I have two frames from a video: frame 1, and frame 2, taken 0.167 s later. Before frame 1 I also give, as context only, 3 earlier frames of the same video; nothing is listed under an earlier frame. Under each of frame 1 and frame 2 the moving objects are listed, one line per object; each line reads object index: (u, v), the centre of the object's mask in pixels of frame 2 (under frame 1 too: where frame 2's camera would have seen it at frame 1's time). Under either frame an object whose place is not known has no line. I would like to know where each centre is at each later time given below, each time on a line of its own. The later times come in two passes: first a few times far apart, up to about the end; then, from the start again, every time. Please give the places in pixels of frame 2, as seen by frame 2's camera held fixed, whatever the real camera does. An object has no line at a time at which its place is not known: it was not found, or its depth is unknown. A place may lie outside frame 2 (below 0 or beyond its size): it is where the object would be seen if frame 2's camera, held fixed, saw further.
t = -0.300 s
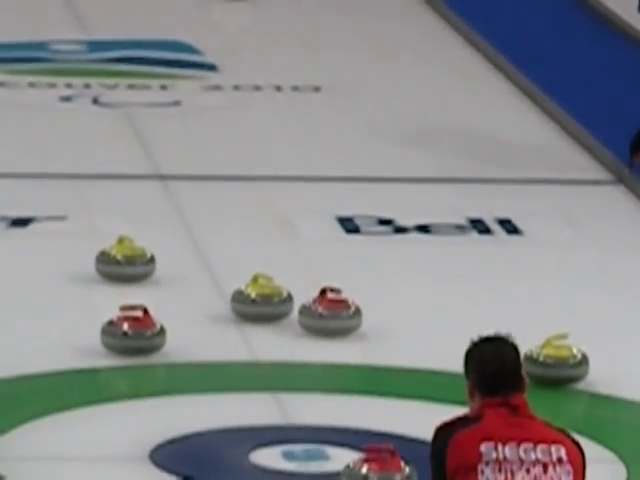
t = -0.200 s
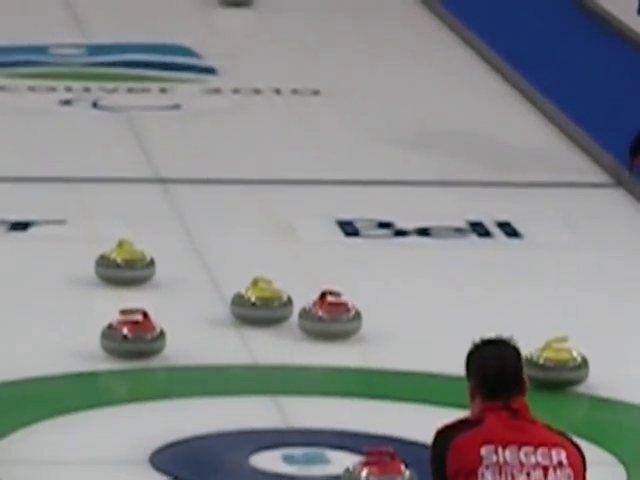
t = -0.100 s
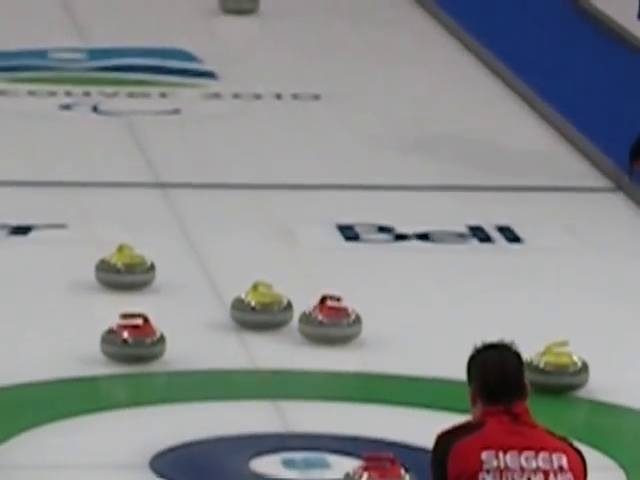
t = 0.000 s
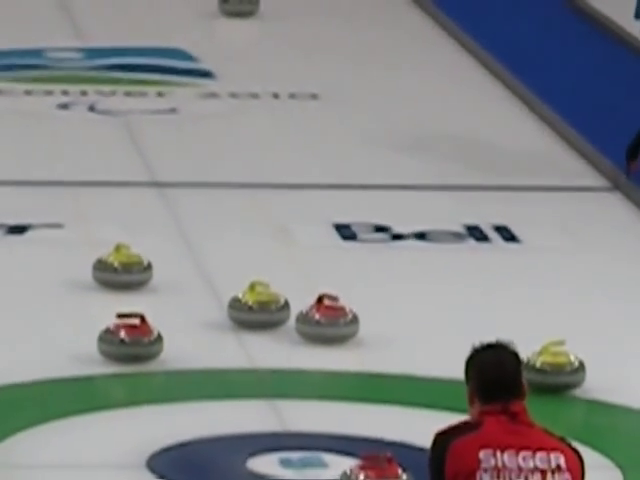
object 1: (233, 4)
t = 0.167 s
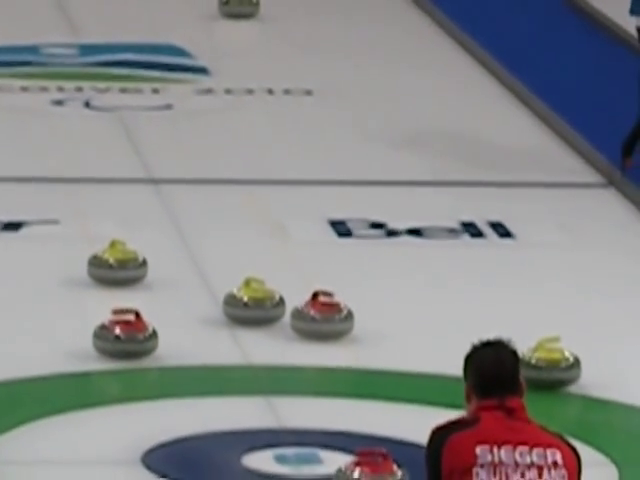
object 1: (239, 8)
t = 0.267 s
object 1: (242, 10)
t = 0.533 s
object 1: (250, 18)
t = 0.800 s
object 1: (258, 25)
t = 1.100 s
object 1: (266, 34)
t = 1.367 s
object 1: (274, 43)
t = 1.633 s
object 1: (281, 51)
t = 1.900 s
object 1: (288, 61)
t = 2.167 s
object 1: (294, 70)
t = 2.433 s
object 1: (301, 79)
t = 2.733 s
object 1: (308, 88)
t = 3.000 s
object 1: (314, 98)
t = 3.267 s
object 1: (321, 108)
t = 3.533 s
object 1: (328, 117)
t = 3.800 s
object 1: (334, 127)
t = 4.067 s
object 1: (340, 136)
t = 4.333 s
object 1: (346, 146)
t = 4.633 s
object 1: (353, 157)
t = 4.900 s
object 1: (359, 167)
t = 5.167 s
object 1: (365, 176)
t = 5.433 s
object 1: (370, 185)
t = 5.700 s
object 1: (375, 194)
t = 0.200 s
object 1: (239, 10)
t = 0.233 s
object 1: (241, 11)
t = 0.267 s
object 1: (242, 10)
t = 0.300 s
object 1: (242, 11)
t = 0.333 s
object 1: (244, 12)
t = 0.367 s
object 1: (245, 13)
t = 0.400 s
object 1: (246, 14)
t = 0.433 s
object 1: (247, 15)
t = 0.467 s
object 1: (248, 16)
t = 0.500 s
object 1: (249, 17)
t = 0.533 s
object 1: (250, 18)
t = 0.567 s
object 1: (251, 19)
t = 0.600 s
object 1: (252, 20)
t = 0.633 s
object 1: (253, 21)
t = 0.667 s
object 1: (254, 22)
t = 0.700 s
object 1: (255, 23)
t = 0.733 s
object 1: (256, 23)
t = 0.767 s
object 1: (257, 24)
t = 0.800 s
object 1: (258, 25)
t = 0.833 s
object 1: (259, 26)
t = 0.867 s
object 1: (260, 27)
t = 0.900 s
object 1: (261, 28)
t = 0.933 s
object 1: (262, 29)
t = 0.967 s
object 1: (263, 30)
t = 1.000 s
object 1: (264, 31)
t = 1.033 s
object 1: (265, 32)
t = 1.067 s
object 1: (265, 33)
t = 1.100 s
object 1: (266, 34)
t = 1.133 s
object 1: (267, 35)
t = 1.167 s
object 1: (268, 36)
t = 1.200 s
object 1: (269, 37)
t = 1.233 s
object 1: (270, 38)
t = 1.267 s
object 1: (271, 40)
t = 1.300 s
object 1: (271, 41)
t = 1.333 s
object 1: (273, 42)
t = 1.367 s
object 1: (274, 43)
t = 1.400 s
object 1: (274, 45)
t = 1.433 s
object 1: (275, 46)
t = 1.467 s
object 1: (276, 46)
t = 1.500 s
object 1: (277, 48)
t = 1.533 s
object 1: (278, 48)
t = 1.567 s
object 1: (279, 49)
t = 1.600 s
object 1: (280, 50)
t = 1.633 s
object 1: (281, 51)
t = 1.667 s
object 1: (282, 53)
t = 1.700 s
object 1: (283, 54)
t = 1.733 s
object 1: (283, 55)
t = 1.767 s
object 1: (284, 56)
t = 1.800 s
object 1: (285, 57)
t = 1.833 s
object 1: (286, 58)
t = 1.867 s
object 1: (287, 60)
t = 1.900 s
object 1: (288, 61)
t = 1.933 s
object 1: (288, 61)
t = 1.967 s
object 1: (289, 63)
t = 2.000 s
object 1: (290, 64)
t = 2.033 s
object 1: (291, 65)
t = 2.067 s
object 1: (292, 66)
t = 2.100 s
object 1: (293, 67)
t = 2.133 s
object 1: (294, 69)
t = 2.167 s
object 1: (294, 70)
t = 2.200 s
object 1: (295, 71)
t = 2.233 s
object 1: (296, 73)
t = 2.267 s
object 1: (297, 74)
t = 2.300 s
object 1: (298, 74)
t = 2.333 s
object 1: (298, 76)
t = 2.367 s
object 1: (299, 76)
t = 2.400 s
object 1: (300, 78)
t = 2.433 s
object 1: (301, 79)
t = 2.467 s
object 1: (302, 79)
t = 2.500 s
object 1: (303, 80)
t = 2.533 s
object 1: (303, 82)
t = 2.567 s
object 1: (304, 83)
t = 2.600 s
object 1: (305, 84)
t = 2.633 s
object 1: (306, 85)
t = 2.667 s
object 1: (307, 86)
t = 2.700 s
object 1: (308, 88)
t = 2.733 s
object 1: (308, 88)
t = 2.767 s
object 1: (309, 90)
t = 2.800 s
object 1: (310, 91)
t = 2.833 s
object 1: (310, 92)
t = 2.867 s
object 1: (311, 93)
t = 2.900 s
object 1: (312, 94)
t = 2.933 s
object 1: (313, 95)
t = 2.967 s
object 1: (314, 97)
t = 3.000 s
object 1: (314, 98)
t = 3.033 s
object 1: (315, 99)
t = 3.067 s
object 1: (316, 100)
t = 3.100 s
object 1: (317, 102)
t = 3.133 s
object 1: (318, 103)
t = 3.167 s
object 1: (319, 104)
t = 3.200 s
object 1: (319, 105)
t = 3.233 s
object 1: (320, 106)
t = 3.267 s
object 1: (321, 108)
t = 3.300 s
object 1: (322, 109)
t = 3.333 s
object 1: (322, 110)
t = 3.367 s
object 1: (323, 111)
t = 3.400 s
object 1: (324, 112)
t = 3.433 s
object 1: (325, 113)
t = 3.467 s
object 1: (326, 114)
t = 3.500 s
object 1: (327, 116)
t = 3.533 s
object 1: (328, 117)
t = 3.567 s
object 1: (328, 118)
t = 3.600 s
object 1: (329, 119)
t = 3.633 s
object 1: (330, 121)
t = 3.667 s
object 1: (331, 122)
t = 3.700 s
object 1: (332, 123)
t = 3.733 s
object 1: (332, 124)
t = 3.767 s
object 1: (333, 126)
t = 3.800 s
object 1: (334, 127)
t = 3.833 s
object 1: (335, 128)
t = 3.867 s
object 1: (336, 129)
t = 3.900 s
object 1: (336, 130)
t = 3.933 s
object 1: (337, 131)
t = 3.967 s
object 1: (338, 133)
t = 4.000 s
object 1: (339, 134)
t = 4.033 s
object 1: (339, 135)
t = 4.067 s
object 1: (340, 136)
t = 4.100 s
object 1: (341, 138)
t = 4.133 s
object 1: (342, 139)
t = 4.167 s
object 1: (343, 140)
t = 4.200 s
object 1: (343, 141)
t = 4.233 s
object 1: (344, 142)
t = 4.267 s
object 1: (345, 144)
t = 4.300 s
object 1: (346, 145)
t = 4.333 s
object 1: (346, 146)
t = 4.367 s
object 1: (347, 147)
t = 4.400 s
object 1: (348, 149)
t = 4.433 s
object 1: (348, 150)
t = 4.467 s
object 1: (349, 151)
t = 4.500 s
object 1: (350, 153)
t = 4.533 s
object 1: (351, 153)
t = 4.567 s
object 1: (352, 155)
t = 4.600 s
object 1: (352, 156)
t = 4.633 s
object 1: (353, 157)
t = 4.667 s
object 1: (354, 158)
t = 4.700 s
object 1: (355, 159)
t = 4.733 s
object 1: (356, 161)
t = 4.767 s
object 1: (356, 163)
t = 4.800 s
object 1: (357, 164)
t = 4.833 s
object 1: (358, 165)
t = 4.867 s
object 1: (359, 166)
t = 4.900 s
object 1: (359, 167)
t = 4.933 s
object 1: (360, 168)
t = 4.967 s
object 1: (361, 169)
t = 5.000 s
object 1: (361, 171)
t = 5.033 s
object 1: (362, 172)
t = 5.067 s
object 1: (363, 173)
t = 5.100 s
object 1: (364, 174)
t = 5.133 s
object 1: (364, 175)
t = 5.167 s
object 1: (365, 176)
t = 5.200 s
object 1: (366, 177)
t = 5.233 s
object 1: (366, 178)
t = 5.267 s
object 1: (367, 180)
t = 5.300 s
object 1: (368, 180)
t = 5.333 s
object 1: (368, 182)
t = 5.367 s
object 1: (369, 183)
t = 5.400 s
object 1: (370, 184)
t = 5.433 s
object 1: (370, 185)
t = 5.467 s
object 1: (371, 186)
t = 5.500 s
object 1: (371, 187)
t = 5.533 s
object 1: (372, 189)
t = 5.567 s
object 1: (373, 190)
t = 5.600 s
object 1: (373, 191)
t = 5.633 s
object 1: (374, 192)
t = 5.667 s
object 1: (375, 193)
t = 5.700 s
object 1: (375, 194)
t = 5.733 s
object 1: (376, 195)
